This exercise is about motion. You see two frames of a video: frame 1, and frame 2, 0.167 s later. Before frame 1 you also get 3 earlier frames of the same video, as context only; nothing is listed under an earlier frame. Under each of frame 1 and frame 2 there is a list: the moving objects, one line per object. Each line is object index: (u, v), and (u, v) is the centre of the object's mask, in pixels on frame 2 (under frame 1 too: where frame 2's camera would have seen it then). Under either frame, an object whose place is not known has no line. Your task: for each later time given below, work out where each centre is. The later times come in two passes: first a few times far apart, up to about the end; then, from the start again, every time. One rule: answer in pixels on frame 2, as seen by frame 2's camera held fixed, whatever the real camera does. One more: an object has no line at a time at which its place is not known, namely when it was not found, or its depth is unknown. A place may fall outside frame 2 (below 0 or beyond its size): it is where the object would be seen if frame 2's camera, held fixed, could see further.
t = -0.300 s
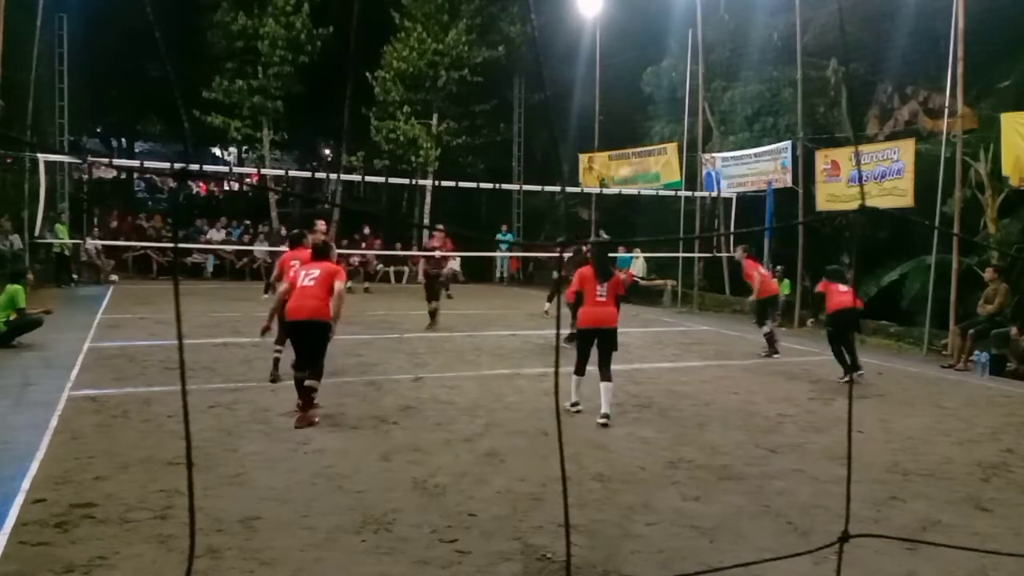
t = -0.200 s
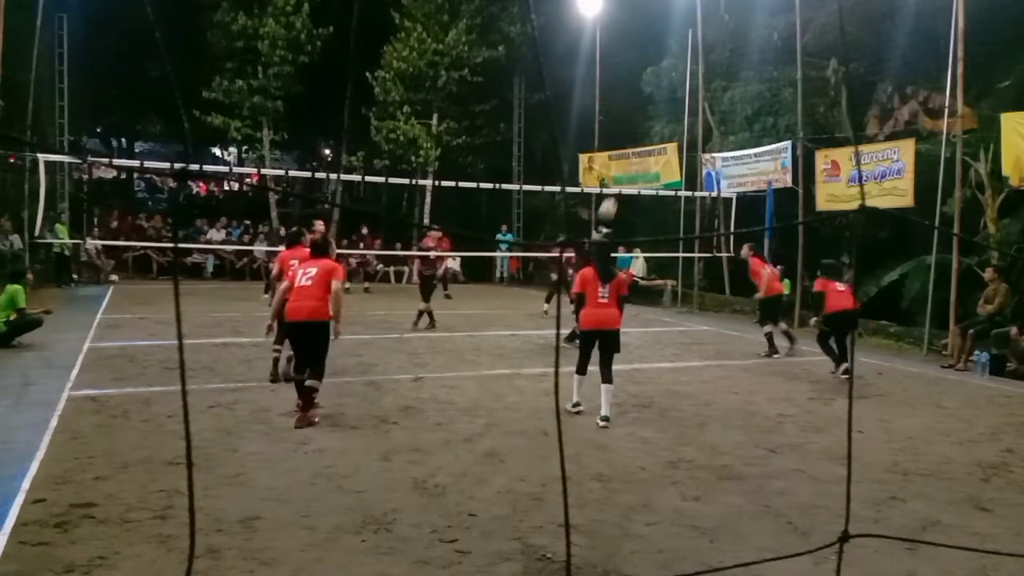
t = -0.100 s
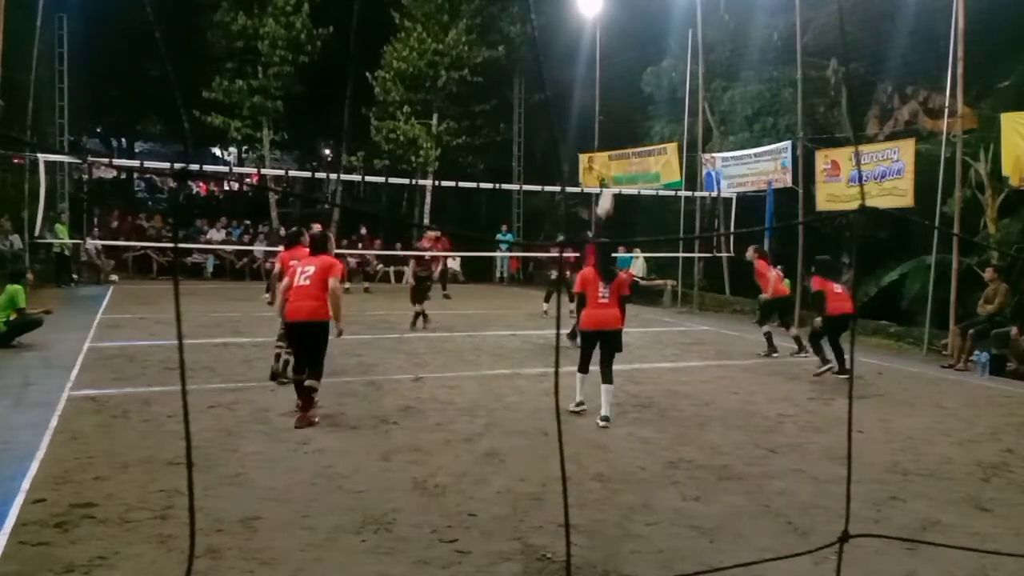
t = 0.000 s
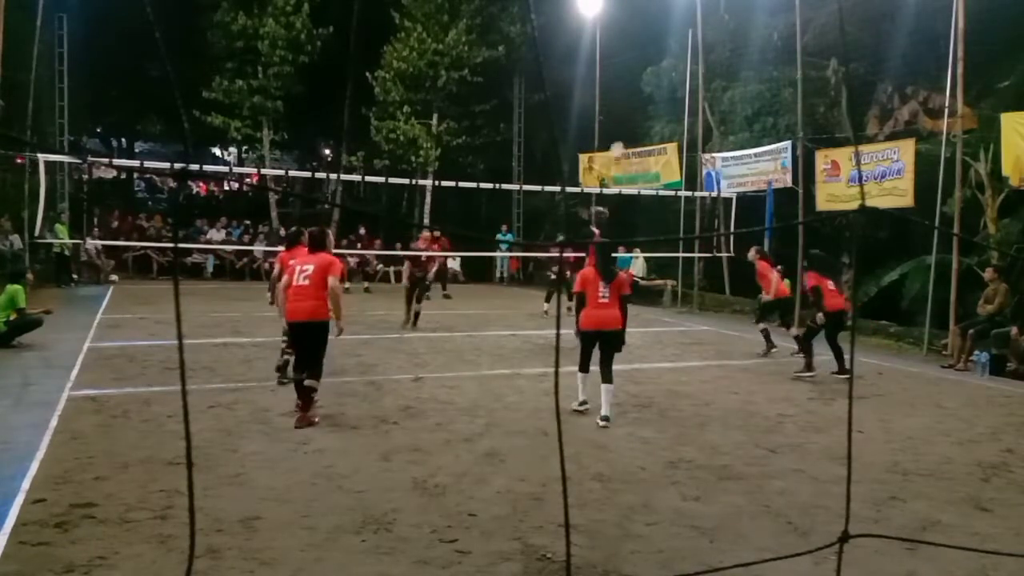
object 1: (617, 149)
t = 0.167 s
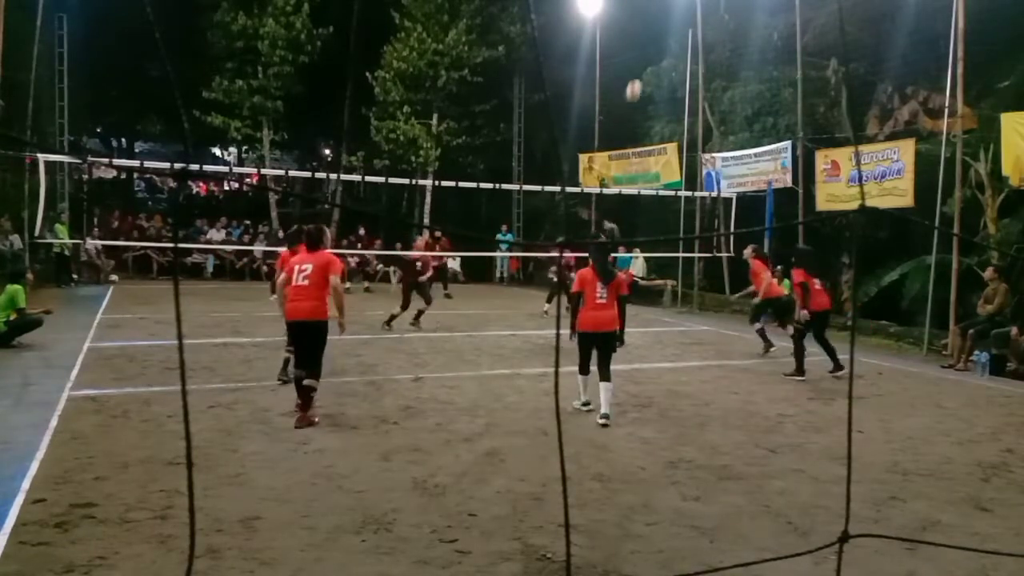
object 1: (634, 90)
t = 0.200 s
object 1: (637, 81)
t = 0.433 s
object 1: (657, 37)
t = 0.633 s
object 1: (673, 32)
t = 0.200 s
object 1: (637, 81)
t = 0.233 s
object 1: (640, 71)
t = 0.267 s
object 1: (643, 64)
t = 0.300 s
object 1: (646, 56)
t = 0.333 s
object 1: (649, 50)
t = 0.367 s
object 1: (652, 45)
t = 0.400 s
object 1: (655, 41)
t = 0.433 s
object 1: (657, 37)
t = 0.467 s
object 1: (660, 34)
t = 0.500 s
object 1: (662, 32)
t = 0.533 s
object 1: (665, 31)
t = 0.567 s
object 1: (668, 30)
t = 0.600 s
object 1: (670, 31)
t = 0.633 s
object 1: (673, 32)
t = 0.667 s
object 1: (675, 34)
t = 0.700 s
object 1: (678, 36)
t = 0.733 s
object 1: (680, 40)
